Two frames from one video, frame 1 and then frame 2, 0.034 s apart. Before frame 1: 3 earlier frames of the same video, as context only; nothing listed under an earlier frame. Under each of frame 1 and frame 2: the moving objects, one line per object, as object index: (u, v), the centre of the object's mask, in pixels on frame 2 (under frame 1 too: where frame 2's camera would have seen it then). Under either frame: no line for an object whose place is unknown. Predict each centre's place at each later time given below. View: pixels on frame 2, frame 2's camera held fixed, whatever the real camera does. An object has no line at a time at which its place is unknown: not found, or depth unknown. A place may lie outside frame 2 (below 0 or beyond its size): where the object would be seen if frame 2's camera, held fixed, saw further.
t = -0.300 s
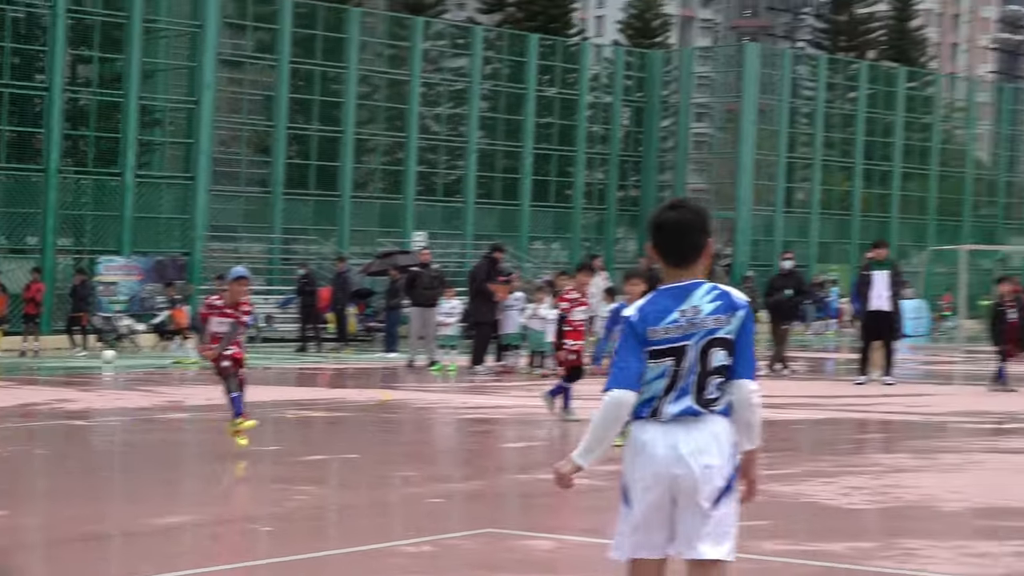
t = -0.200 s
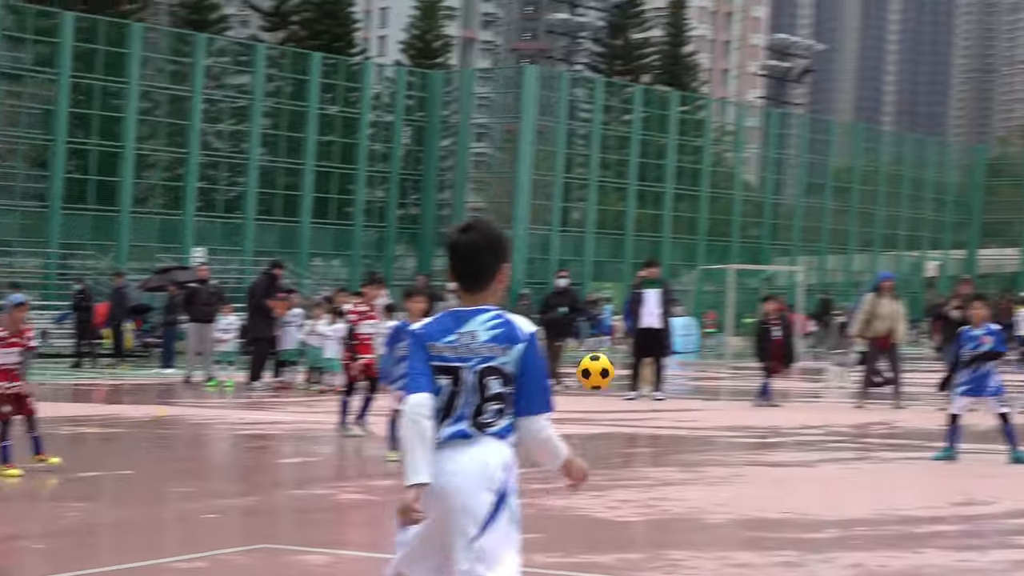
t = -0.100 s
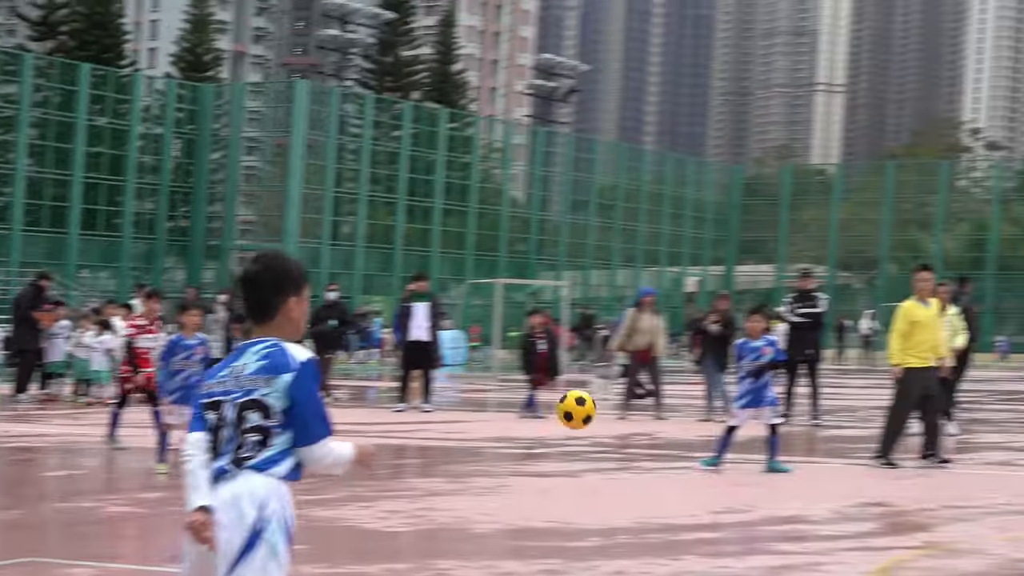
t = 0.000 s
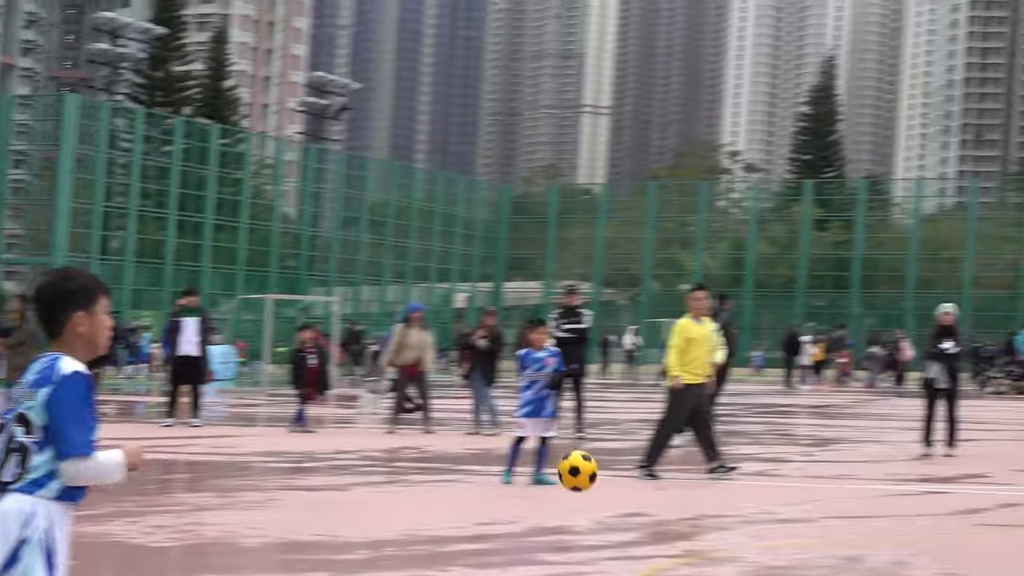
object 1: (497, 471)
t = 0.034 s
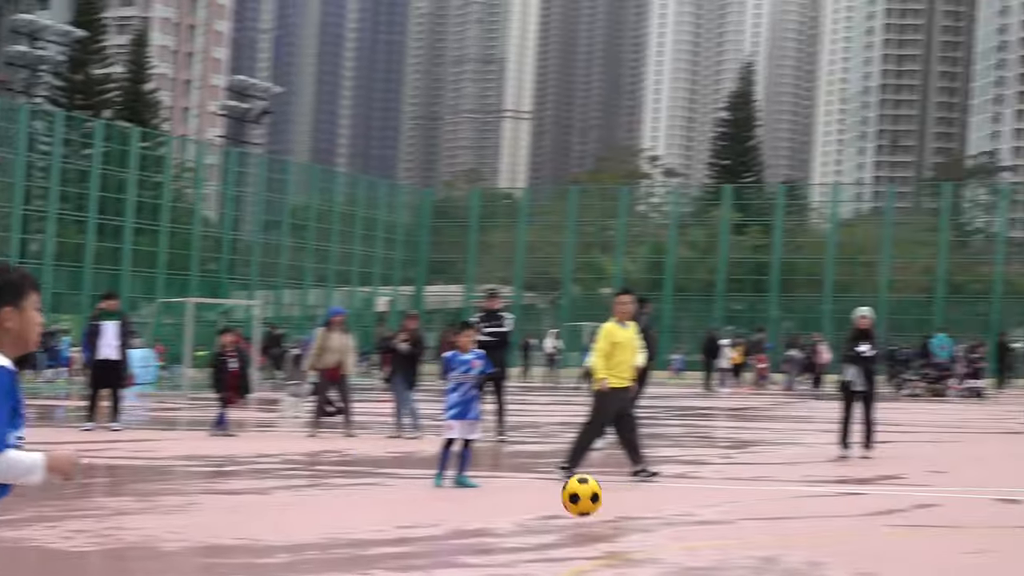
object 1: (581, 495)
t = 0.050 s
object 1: (625, 510)
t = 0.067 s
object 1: (669, 528)
